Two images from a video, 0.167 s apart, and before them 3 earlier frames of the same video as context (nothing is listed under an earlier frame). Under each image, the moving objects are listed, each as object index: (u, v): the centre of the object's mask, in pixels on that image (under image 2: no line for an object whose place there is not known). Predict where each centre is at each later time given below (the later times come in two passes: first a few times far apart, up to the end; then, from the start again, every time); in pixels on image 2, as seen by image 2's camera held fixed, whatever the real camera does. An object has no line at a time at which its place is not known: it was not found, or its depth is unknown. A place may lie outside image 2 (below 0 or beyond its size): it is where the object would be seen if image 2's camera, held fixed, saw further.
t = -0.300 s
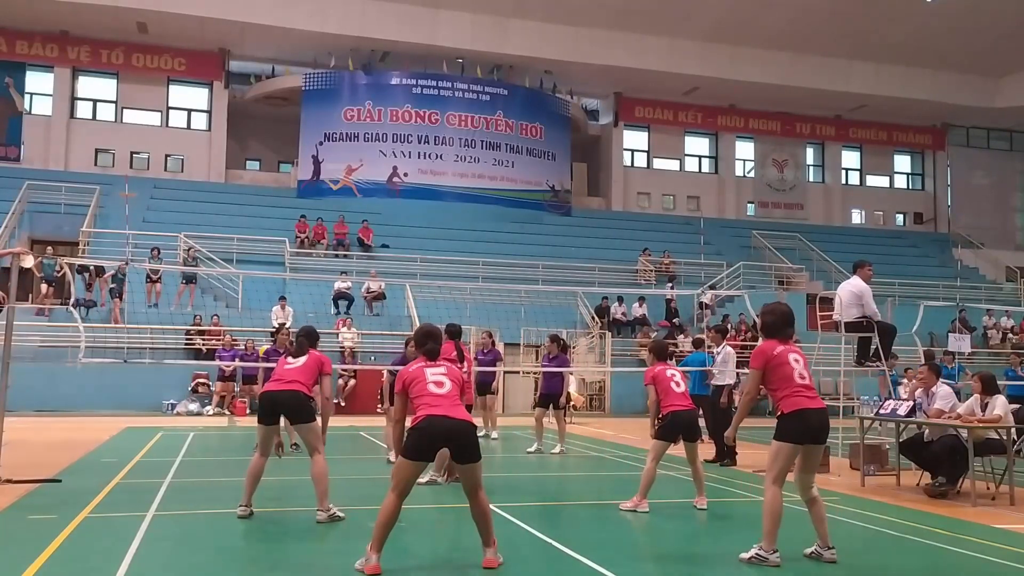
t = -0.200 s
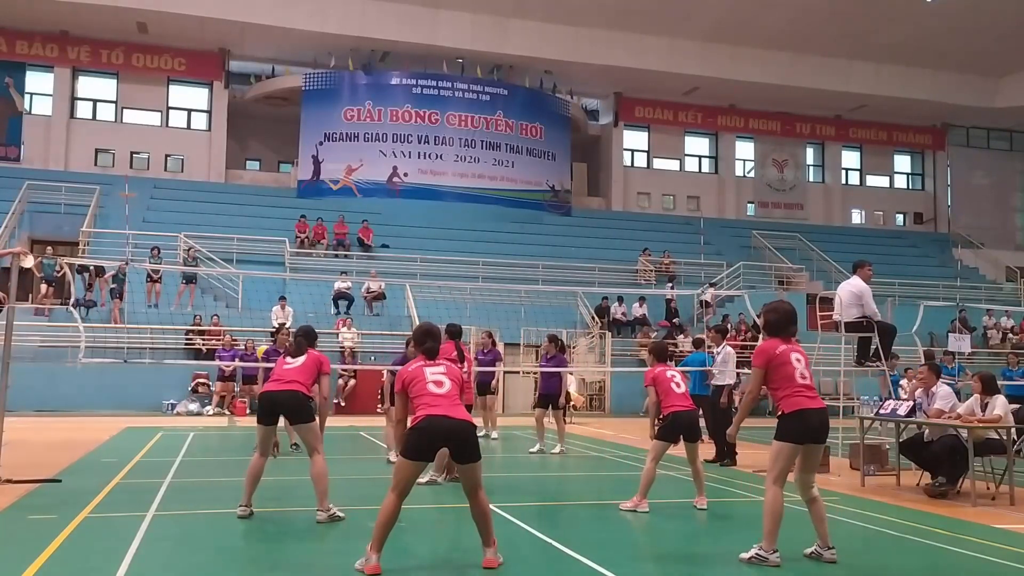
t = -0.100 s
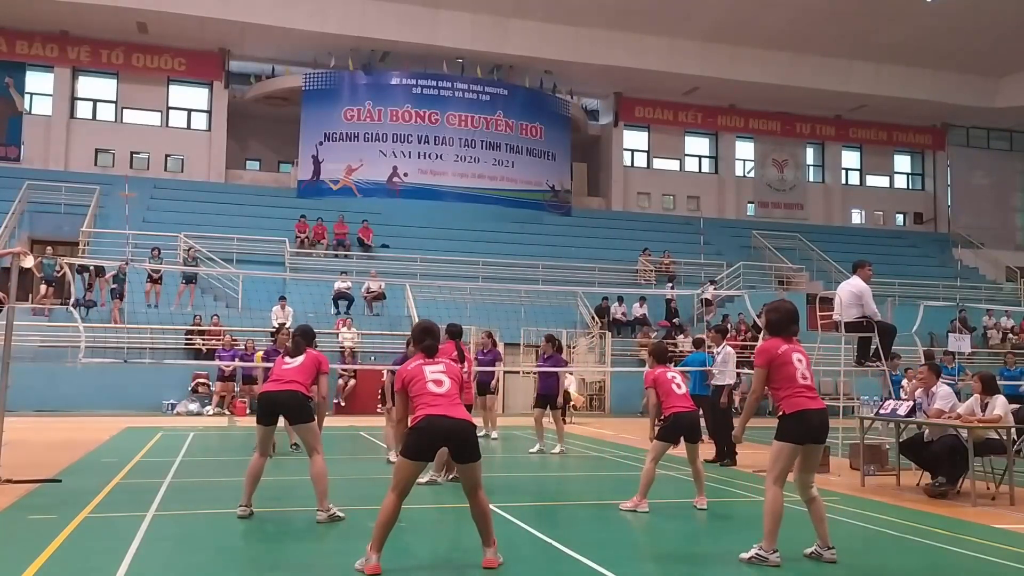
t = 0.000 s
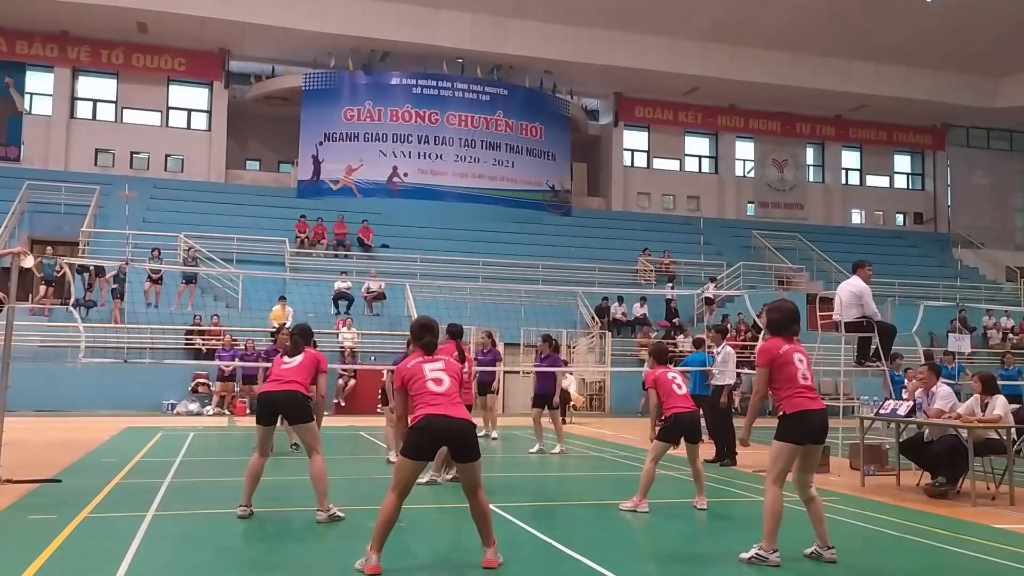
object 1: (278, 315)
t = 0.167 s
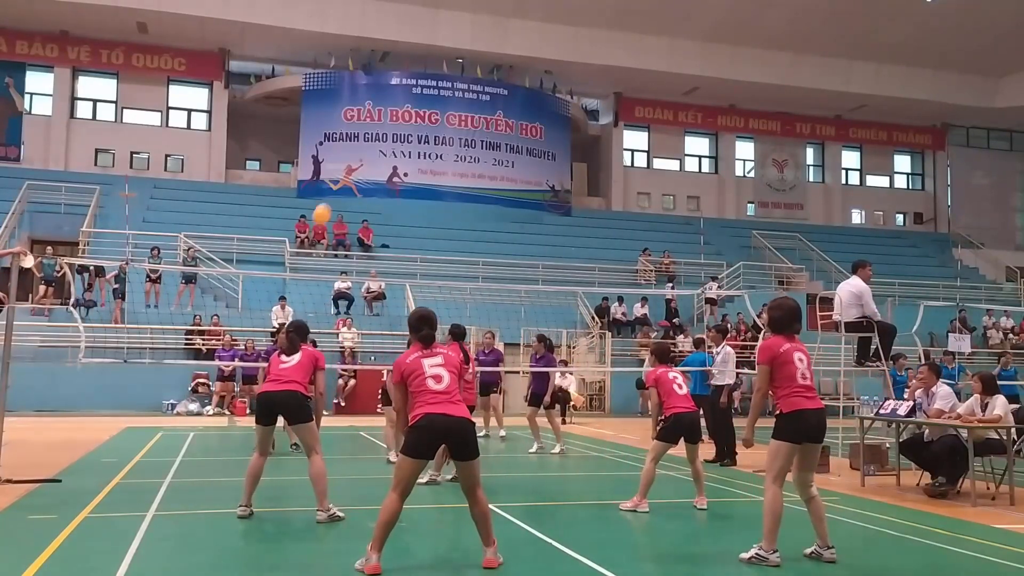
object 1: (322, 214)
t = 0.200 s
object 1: (329, 200)
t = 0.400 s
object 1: (371, 128)
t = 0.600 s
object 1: (416, 83)
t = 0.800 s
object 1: (464, 66)
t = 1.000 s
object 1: (516, 82)
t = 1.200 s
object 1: (572, 136)
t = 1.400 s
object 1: (630, 237)
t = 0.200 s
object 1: (329, 200)
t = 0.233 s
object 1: (335, 186)
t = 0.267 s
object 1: (343, 173)
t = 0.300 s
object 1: (350, 161)
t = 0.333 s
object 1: (357, 149)
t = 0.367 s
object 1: (364, 138)
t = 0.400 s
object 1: (371, 128)
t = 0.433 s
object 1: (379, 118)
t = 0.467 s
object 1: (386, 109)
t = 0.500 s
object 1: (393, 101)
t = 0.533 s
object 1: (401, 95)
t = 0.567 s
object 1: (408, 88)
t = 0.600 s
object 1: (416, 83)
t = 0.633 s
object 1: (424, 78)
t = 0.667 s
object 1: (432, 74)
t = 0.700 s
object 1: (440, 71)
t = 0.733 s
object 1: (448, 69)
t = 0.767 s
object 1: (456, 67)
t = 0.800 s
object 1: (464, 66)
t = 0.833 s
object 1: (473, 67)
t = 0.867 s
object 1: (481, 68)
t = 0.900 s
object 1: (489, 70)
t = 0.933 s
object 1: (498, 72)
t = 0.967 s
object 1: (507, 77)
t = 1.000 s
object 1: (516, 82)
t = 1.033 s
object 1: (525, 88)
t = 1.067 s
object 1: (534, 95)
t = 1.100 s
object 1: (543, 104)
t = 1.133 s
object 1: (553, 113)
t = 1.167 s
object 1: (562, 125)
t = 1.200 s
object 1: (572, 136)
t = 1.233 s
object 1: (581, 150)
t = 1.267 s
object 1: (591, 165)
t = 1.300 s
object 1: (601, 180)
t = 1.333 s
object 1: (610, 198)
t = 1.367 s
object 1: (620, 217)
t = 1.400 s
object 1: (630, 237)
